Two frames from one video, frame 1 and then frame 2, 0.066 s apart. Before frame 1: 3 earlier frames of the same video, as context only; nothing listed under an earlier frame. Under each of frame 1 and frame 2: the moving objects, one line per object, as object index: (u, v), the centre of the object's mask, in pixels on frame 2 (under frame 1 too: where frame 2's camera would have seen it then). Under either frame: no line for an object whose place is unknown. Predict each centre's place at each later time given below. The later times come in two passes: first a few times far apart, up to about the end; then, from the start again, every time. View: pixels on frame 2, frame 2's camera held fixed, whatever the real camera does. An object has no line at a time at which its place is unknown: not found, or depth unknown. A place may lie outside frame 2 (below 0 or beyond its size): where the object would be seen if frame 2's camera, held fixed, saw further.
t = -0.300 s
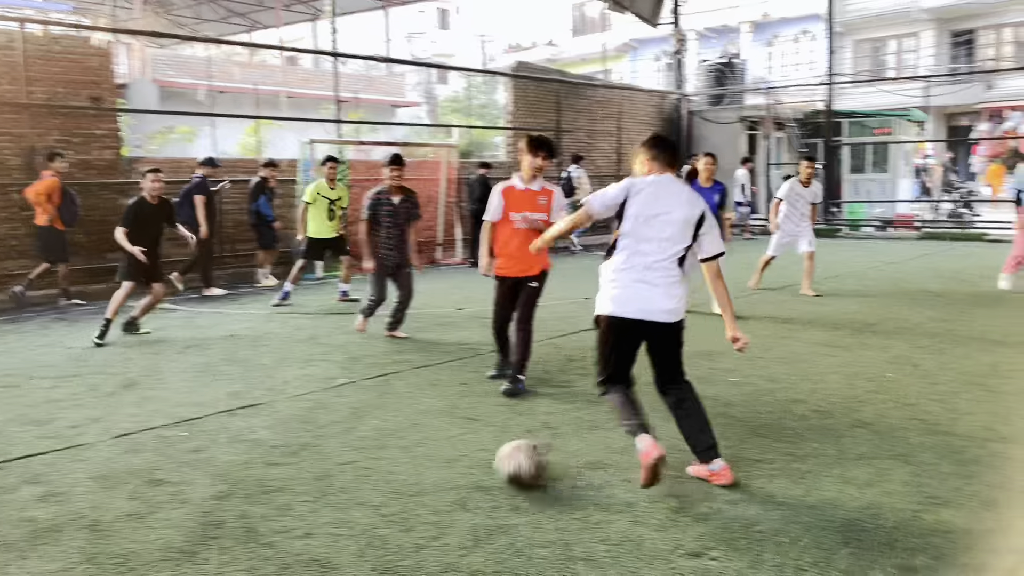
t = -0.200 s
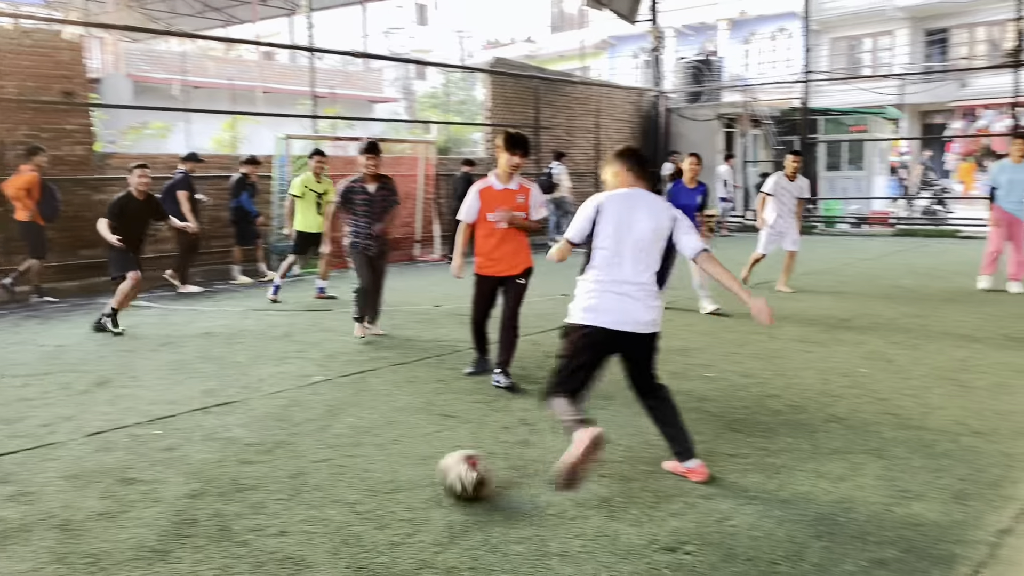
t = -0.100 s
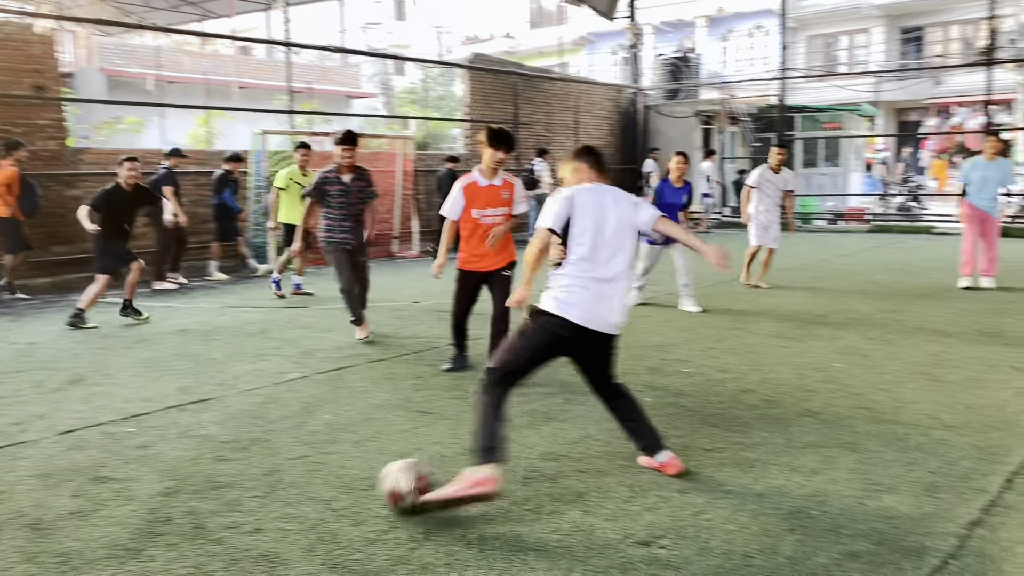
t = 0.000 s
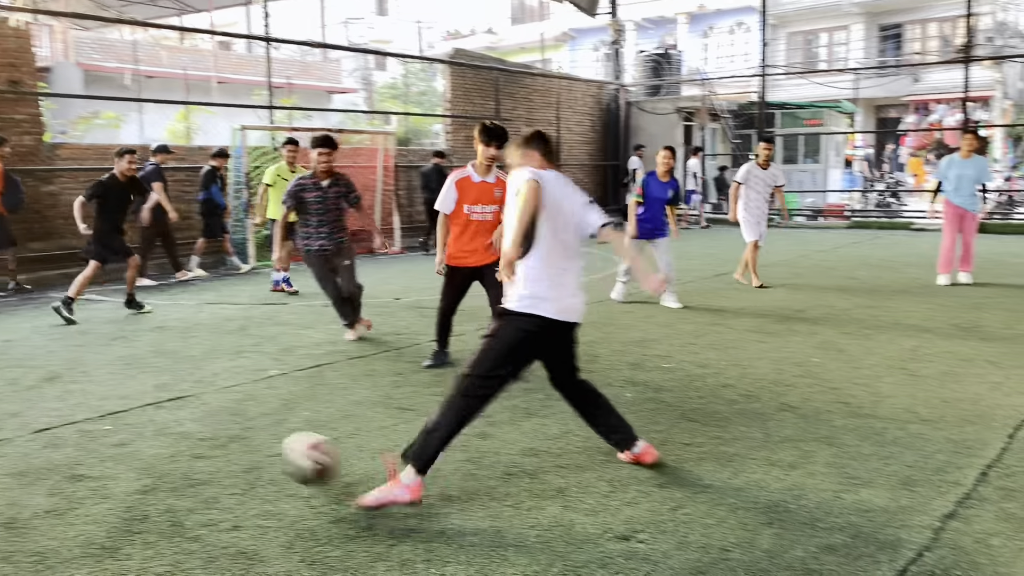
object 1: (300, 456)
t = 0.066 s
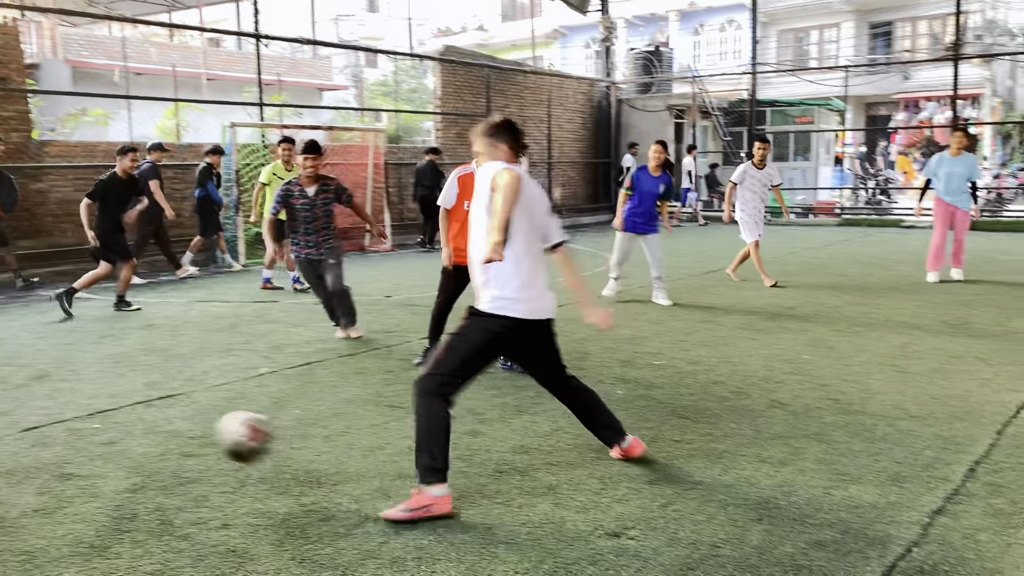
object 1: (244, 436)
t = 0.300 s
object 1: (78, 446)
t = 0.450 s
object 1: (4, 431)
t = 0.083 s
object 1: (231, 433)
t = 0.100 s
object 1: (216, 431)
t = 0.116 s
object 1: (204, 429)
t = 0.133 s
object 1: (192, 428)
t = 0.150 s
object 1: (181, 426)
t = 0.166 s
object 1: (169, 427)
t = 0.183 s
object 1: (156, 426)
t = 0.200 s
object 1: (144, 427)
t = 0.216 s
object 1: (134, 429)
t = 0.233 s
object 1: (122, 431)
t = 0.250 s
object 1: (111, 434)
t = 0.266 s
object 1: (99, 437)
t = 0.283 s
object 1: (88, 441)
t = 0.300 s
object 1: (78, 446)
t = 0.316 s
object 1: (69, 445)
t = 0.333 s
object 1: (60, 441)
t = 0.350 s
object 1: (52, 437)
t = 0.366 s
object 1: (44, 436)
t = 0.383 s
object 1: (35, 434)
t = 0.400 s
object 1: (28, 432)
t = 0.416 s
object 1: (20, 431)
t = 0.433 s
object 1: (12, 431)
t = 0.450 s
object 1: (4, 431)
